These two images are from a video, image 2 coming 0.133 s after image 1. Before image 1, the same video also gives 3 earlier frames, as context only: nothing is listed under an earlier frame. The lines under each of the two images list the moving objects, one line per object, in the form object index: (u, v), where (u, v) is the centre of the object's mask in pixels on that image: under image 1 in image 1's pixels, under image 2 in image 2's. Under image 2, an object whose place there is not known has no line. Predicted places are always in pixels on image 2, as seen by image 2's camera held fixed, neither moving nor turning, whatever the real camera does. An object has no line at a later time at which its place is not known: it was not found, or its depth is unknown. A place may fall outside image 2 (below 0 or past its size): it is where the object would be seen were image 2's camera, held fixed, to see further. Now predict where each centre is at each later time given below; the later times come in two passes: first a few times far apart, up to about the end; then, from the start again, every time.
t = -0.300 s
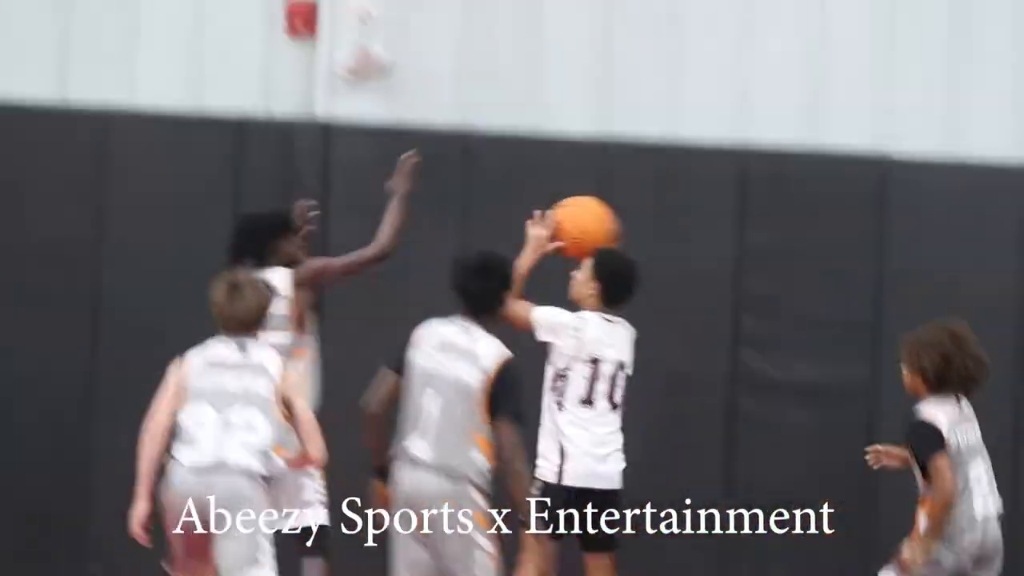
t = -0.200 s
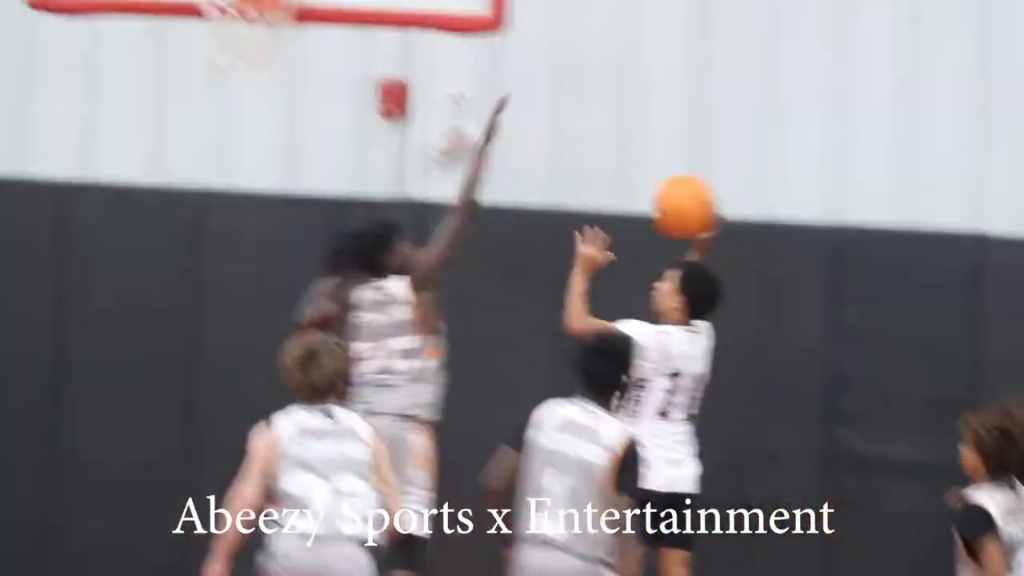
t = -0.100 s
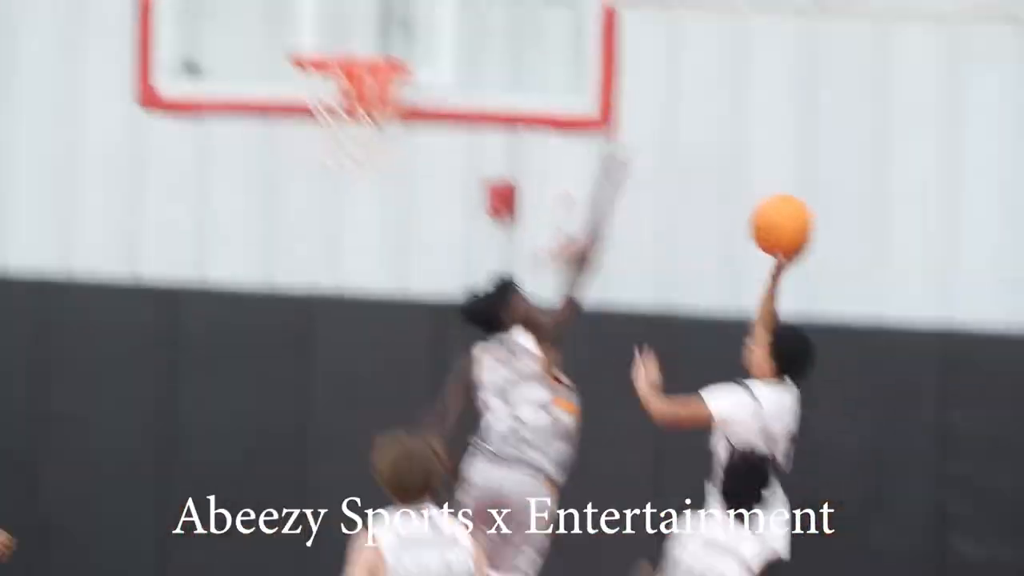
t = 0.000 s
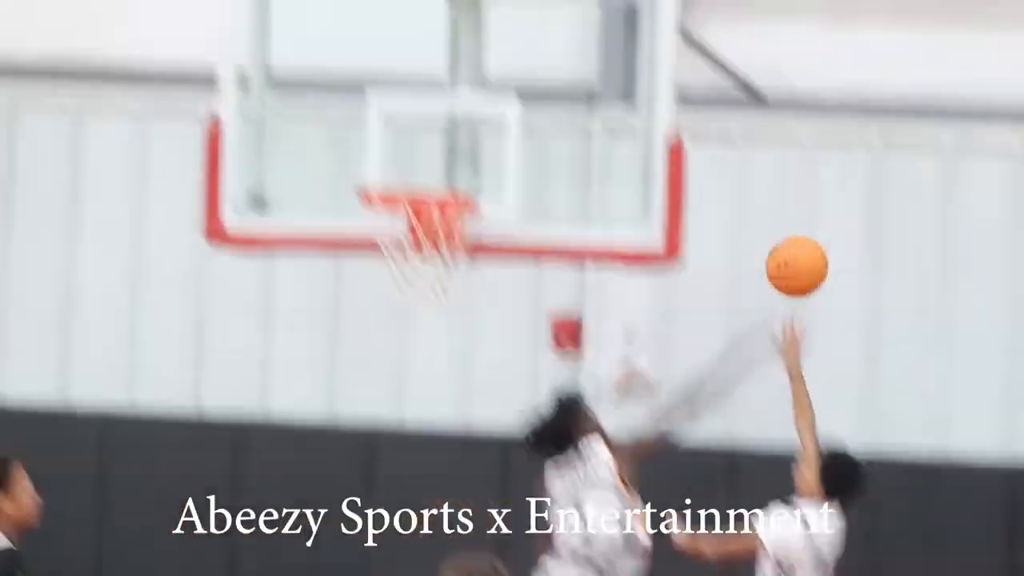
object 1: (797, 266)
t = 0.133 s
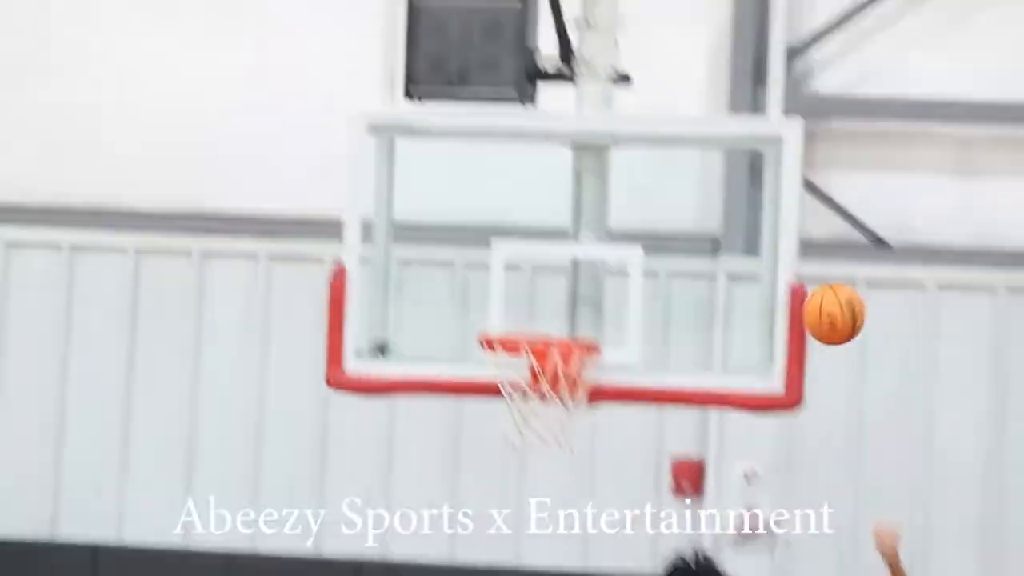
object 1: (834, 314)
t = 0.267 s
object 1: (761, 271)
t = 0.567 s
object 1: (631, 349)
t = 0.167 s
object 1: (812, 298)
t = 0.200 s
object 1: (791, 284)
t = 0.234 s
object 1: (776, 277)
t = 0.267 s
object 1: (761, 271)
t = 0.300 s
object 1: (747, 269)
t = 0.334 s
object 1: (732, 269)
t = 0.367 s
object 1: (718, 272)
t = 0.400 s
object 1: (703, 278)
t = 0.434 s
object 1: (688, 287)
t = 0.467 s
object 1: (673, 299)
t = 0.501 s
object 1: (657, 313)
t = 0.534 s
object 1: (641, 331)
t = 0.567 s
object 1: (631, 349)
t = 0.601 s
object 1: (646, 365)
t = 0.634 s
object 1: (660, 386)
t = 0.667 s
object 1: (675, 410)
